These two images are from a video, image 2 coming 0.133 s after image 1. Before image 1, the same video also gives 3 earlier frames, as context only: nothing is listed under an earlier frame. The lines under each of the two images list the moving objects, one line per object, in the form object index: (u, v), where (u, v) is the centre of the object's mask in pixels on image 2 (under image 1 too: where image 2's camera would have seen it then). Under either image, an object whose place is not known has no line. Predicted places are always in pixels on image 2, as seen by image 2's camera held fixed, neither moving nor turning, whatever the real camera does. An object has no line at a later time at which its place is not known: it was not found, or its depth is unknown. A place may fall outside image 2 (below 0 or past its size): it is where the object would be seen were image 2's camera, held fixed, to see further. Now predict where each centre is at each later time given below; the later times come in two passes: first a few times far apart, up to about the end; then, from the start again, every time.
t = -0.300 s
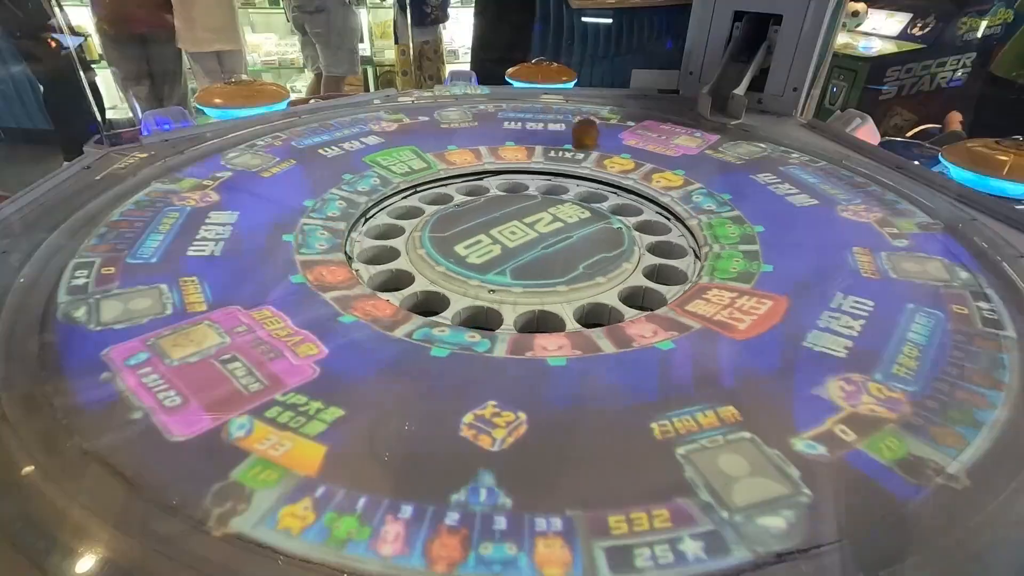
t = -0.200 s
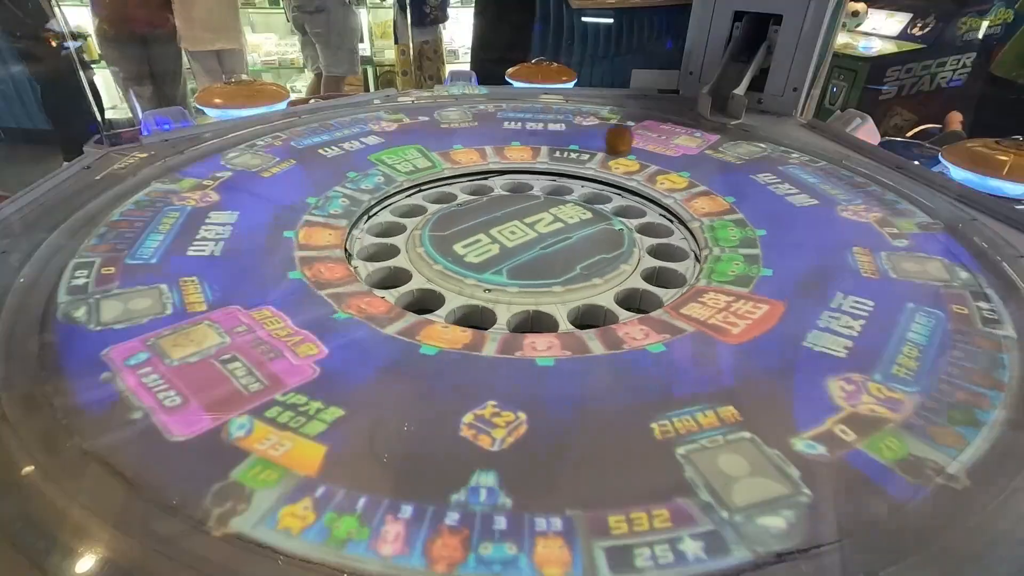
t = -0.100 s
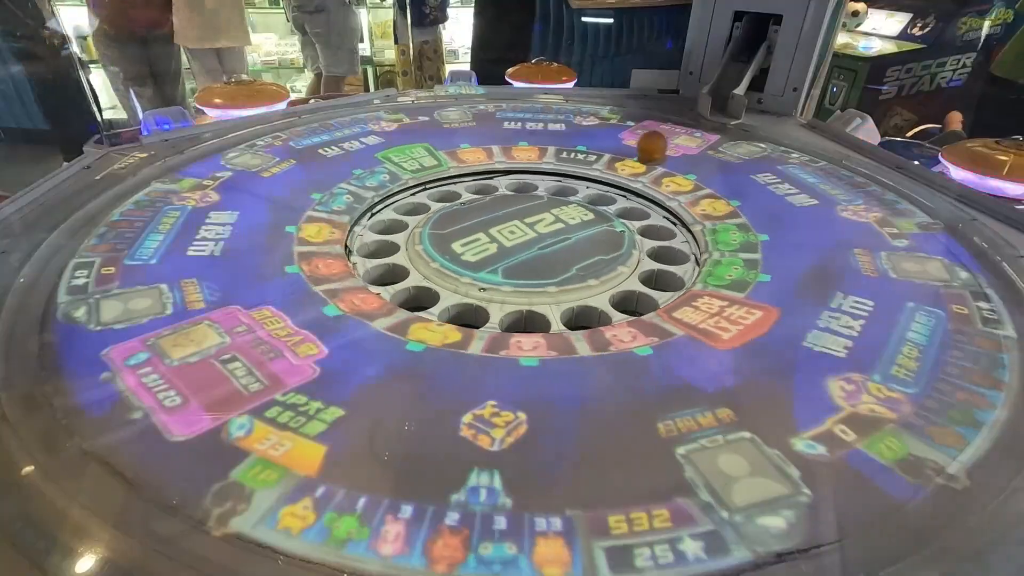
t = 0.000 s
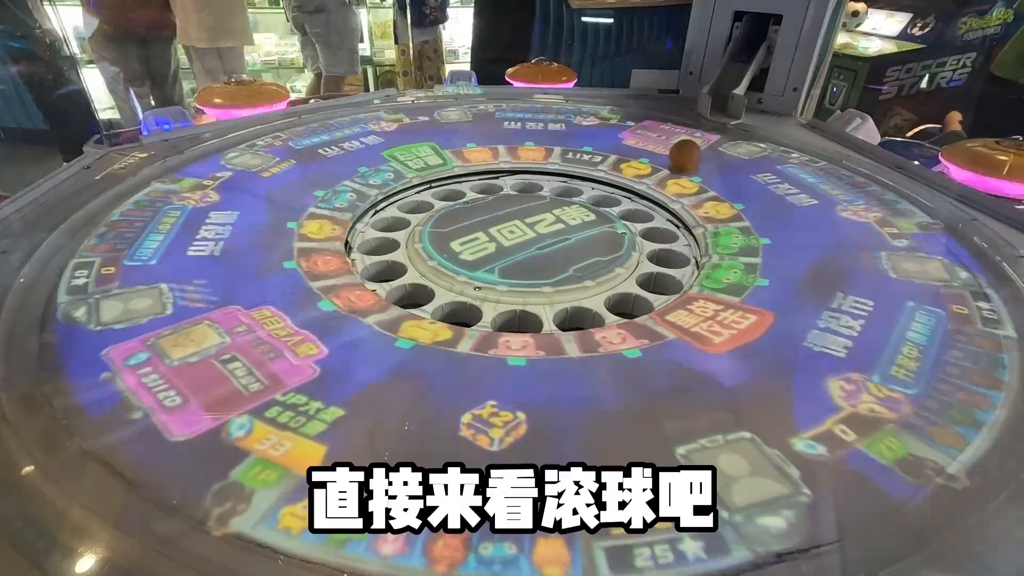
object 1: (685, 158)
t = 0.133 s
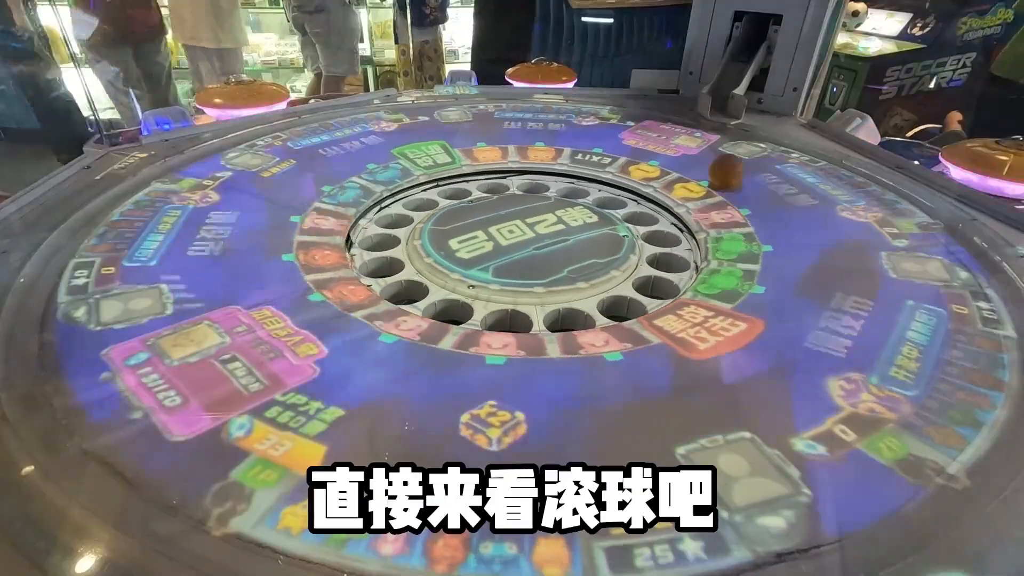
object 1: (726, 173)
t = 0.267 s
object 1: (764, 193)
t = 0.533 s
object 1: (818, 243)
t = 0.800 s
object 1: (823, 308)
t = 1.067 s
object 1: (749, 372)
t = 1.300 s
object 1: (620, 414)
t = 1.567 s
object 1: (436, 416)
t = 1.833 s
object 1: (281, 375)
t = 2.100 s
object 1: (207, 320)
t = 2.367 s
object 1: (205, 268)
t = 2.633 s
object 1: (253, 220)
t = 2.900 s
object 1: (339, 187)
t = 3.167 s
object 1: (455, 181)
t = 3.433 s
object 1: (542, 175)
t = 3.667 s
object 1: (576, 182)
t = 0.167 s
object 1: (736, 178)
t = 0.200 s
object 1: (746, 182)
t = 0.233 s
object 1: (755, 187)
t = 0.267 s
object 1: (764, 193)
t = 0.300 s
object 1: (773, 198)
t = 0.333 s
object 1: (781, 204)
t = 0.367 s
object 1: (789, 210)
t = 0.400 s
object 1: (796, 216)
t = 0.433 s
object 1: (802, 222)
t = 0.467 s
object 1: (808, 229)
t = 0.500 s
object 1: (814, 236)
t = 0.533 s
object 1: (818, 243)
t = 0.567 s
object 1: (822, 251)
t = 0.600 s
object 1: (825, 258)
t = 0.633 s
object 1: (827, 266)
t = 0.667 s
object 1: (828, 274)
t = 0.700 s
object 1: (829, 283)
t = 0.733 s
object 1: (828, 291)
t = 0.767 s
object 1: (826, 300)
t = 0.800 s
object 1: (823, 308)
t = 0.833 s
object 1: (818, 316)
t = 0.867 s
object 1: (813, 325)
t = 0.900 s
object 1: (806, 333)
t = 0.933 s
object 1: (797, 341)
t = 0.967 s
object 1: (787, 349)
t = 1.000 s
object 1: (776, 357)
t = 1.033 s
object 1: (763, 365)
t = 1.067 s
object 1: (749, 372)
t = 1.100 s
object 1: (734, 380)
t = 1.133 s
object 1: (718, 389)
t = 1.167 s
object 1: (701, 396)
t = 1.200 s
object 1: (681, 402)
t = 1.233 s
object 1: (663, 407)
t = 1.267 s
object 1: (642, 410)
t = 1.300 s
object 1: (620, 414)
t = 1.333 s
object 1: (598, 418)
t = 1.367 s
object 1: (575, 419)
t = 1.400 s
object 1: (553, 419)
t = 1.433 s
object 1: (530, 420)
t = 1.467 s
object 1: (505, 420)
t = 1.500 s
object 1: (482, 419)
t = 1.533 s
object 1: (460, 418)
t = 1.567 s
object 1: (436, 416)
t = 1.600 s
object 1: (414, 411)
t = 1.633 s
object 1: (392, 407)
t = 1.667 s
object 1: (371, 402)
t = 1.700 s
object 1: (351, 395)
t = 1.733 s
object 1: (332, 394)
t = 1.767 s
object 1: (313, 388)
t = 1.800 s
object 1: (297, 382)
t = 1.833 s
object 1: (281, 375)
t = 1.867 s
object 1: (266, 368)
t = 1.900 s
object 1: (253, 362)
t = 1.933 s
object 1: (242, 354)
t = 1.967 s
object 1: (231, 344)
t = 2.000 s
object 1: (224, 339)
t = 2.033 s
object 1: (216, 333)
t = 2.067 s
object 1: (211, 326)
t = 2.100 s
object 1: (207, 320)
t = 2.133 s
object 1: (203, 313)
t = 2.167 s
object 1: (201, 306)
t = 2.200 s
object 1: (200, 301)
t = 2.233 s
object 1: (200, 295)
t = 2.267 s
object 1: (199, 287)
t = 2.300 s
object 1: (200, 281)
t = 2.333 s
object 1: (202, 275)
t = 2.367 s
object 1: (205, 268)
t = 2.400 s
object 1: (208, 261)
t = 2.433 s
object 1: (212, 254)
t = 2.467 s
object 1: (218, 248)
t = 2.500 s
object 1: (223, 242)
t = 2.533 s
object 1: (230, 237)
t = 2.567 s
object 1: (236, 231)
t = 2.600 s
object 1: (244, 225)
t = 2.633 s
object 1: (253, 220)
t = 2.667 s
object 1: (261, 215)
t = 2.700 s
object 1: (271, 210)
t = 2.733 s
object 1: (281, 206)
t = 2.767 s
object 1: (292, 202)
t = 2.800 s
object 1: (303, 199)
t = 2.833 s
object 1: (314, 194)
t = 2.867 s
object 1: (326, 190)
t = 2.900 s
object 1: (339, 187)
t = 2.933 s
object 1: (352, 184)
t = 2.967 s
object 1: (366, 182)
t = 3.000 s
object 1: (379, 179)
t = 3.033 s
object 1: (394, 179)
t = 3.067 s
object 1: (408, 179)
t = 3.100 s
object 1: (424, 181)
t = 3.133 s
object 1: (442, 185)
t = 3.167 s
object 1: (455, 181)
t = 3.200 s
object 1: (467, 181)
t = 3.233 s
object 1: (480, 181)
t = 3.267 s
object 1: (491, 180)
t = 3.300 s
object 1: (502, 179)
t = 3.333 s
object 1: (513, 179)
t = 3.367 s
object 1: (524, 179)
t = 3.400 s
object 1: (534, 178)
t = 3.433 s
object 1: (542, 175)
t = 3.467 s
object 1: (548, 173)
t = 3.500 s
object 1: (555, 167)
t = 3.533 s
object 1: (559, 165)
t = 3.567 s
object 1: (563, 167)
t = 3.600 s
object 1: (566, 172)
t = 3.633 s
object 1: (570, 175)
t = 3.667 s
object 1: (576, 182)
